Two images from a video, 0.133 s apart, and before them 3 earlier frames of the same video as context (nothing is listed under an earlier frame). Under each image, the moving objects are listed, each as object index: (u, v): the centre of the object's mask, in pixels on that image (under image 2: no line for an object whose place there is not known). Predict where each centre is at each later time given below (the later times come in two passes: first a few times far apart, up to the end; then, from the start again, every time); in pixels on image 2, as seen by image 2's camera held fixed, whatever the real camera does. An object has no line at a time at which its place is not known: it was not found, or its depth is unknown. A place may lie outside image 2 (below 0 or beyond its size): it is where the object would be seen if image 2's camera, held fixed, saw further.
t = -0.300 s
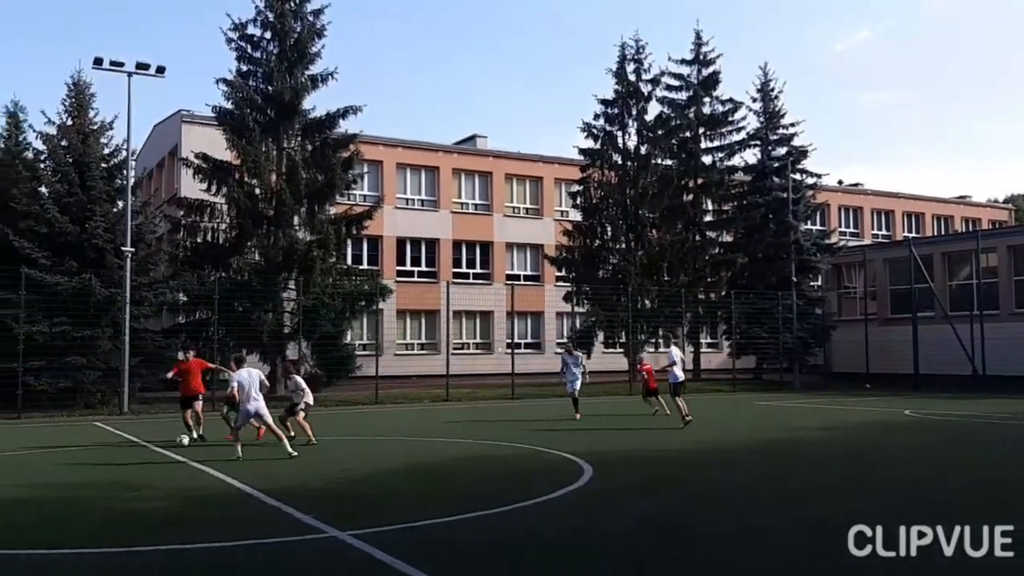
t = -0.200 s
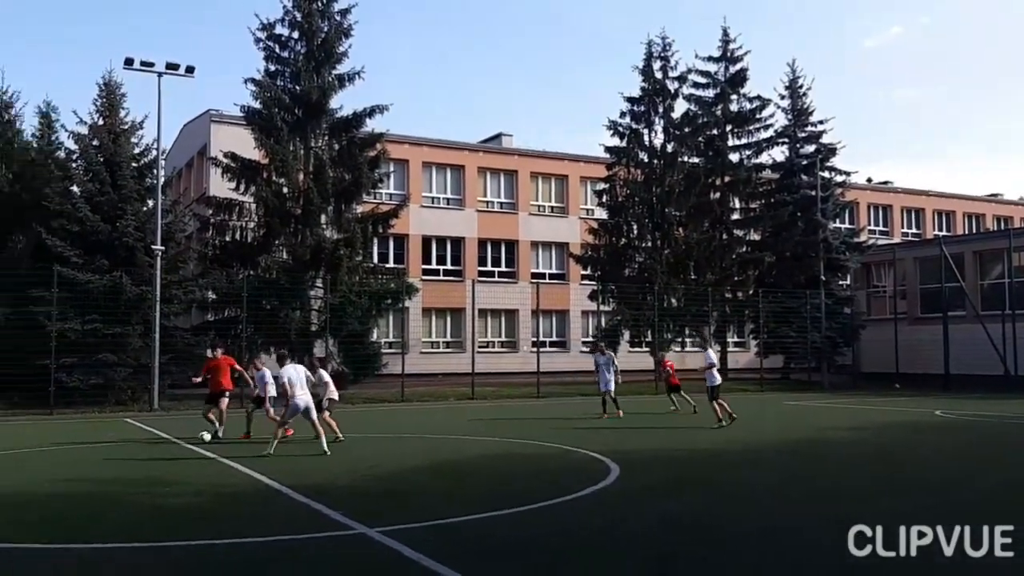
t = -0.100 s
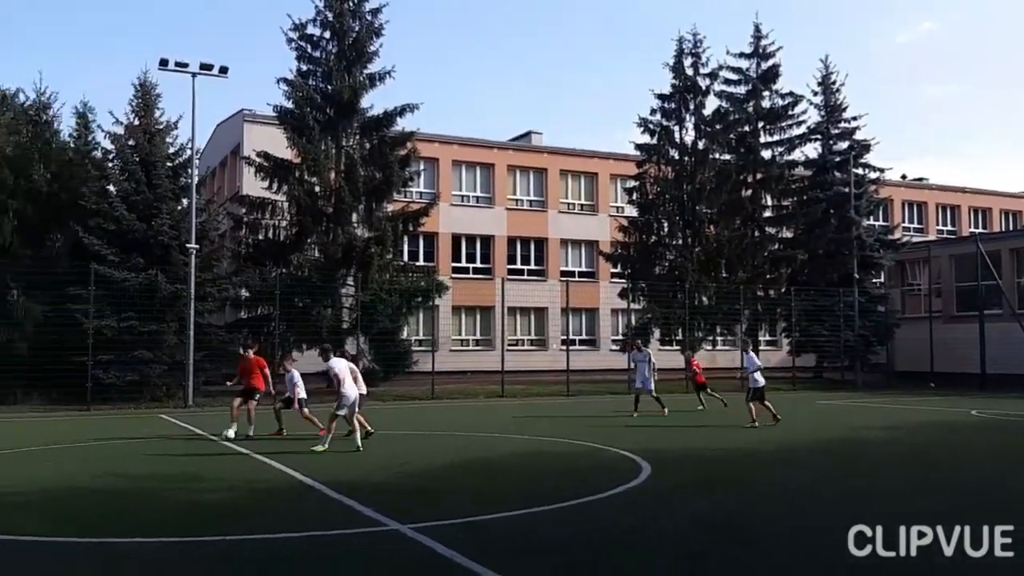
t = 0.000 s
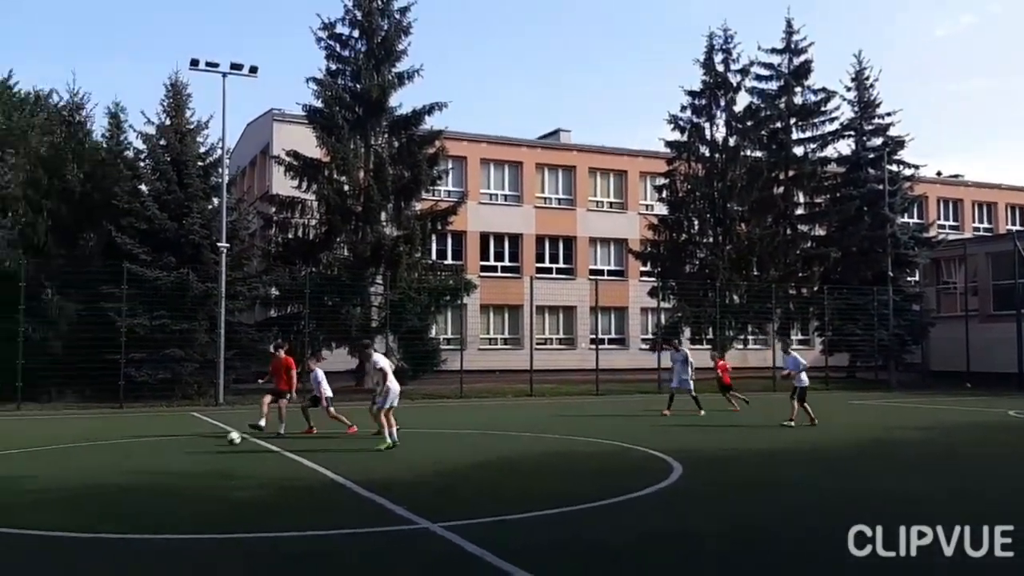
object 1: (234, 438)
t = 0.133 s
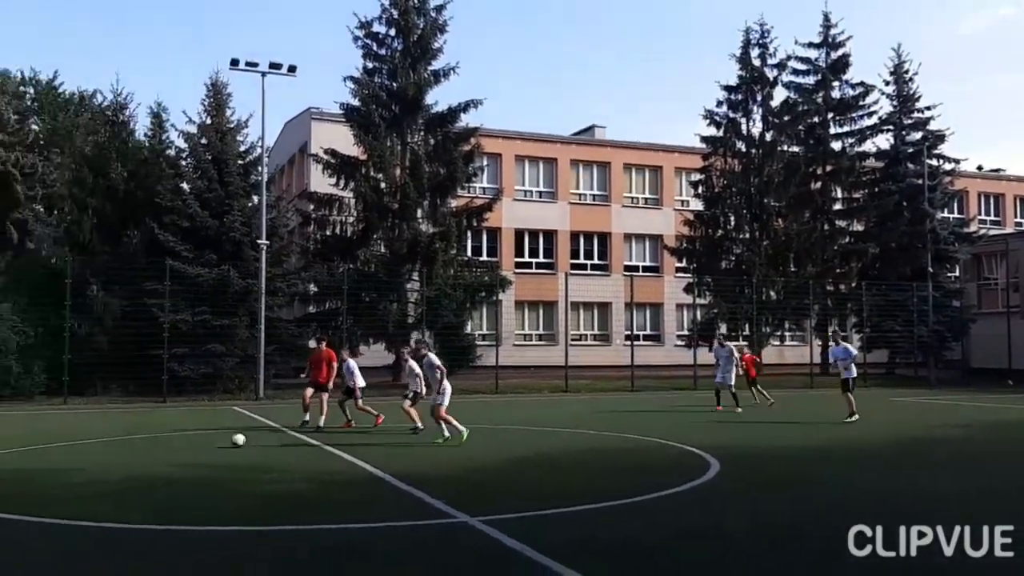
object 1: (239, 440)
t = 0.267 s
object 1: (199, 449)
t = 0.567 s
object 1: (90, 477)
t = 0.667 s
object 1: (48, 488)
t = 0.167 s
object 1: (229, 442)
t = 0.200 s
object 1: (220, 444)
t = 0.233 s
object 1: (209, 446)
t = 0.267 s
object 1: (199, 449)
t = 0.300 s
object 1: (188, 451)
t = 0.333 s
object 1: (177, 453)
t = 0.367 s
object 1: (165, 456)
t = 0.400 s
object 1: (153, 460)
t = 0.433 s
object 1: (142, 462)
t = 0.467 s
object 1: (130, 464)
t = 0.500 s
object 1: (117, 468)
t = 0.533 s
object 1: (103, 473)
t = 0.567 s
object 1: (90, 477)
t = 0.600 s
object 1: (76, 479)
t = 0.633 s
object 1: (62, 483)
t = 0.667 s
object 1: (48, 488)
